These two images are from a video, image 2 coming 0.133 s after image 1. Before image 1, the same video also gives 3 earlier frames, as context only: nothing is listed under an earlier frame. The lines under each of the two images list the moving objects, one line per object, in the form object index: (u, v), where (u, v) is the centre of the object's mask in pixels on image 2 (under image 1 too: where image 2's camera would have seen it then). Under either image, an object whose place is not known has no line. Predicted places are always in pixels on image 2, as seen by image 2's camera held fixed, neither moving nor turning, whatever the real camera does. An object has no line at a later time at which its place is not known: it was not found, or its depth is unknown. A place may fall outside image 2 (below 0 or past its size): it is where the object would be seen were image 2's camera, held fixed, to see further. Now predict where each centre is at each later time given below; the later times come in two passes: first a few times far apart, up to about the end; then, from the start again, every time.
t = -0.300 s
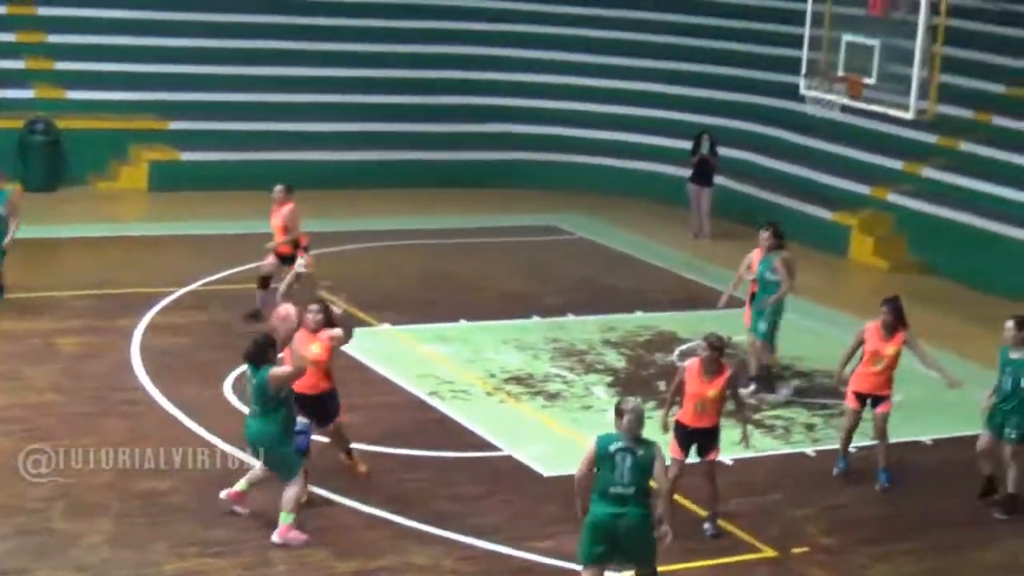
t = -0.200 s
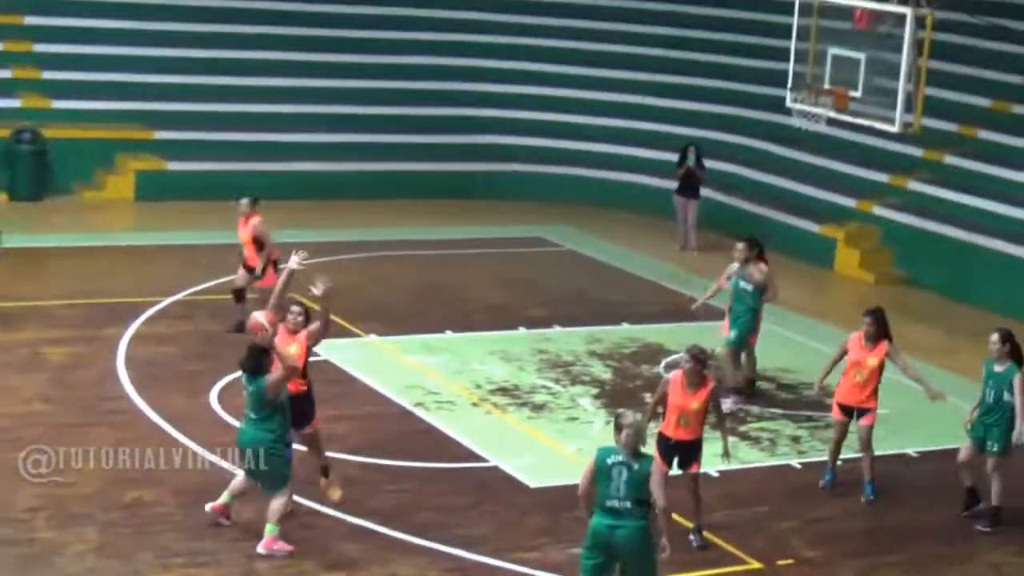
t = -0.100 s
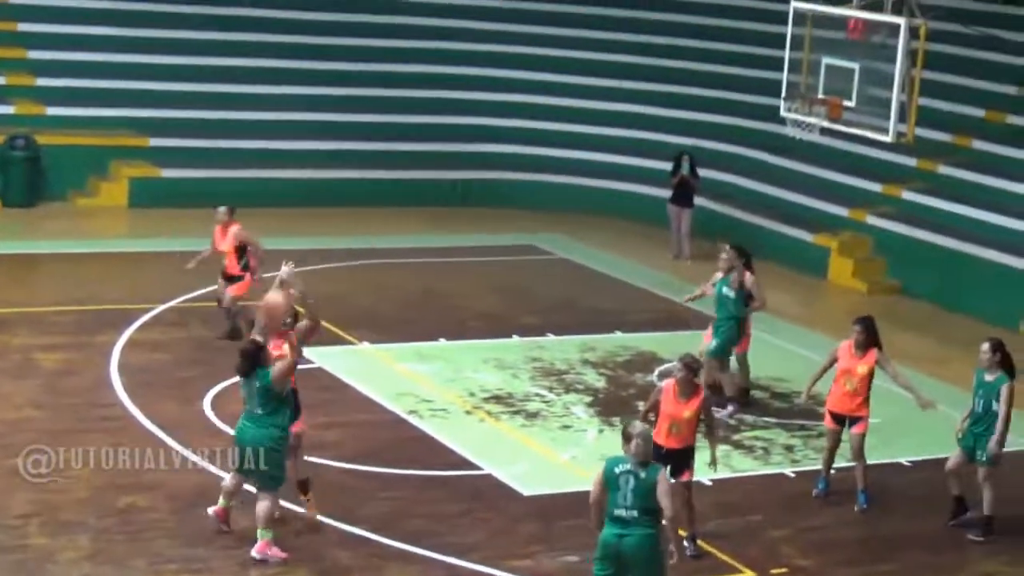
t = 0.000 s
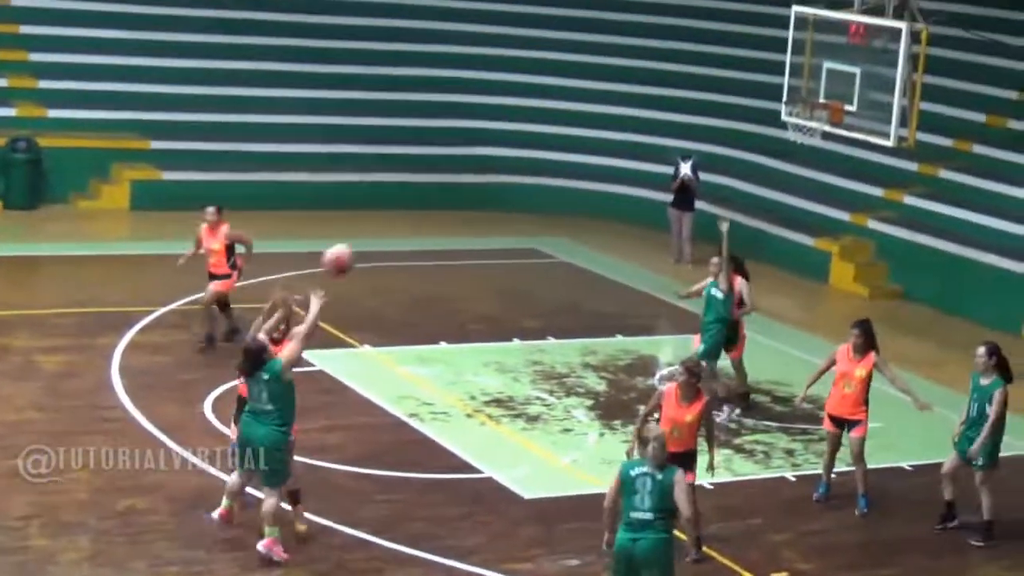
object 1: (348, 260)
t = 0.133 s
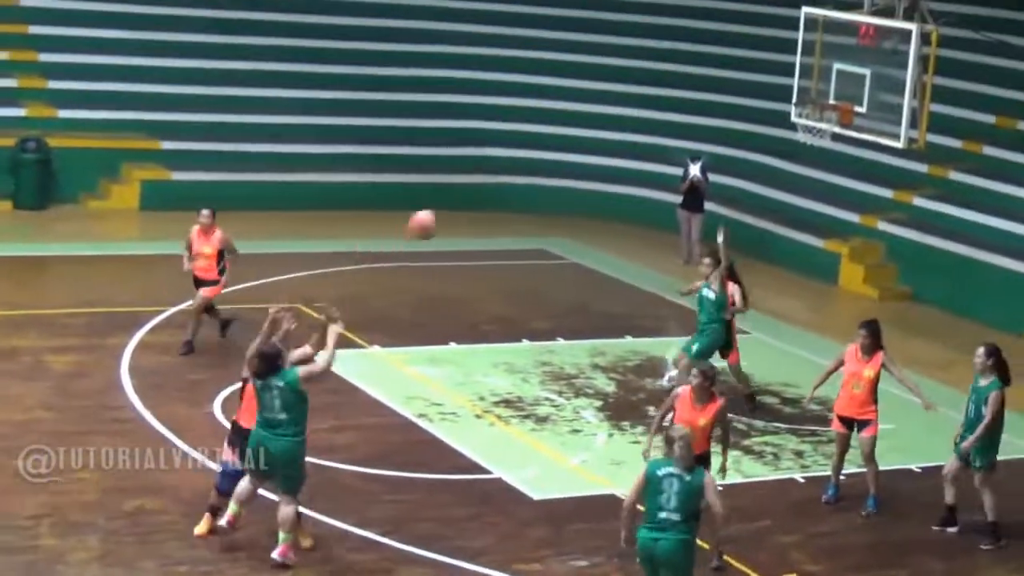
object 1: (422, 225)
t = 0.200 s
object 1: (457, 216)
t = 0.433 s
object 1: (560, 229)
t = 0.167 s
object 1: (440, 219)
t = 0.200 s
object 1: (457, 216)
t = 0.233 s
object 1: (474, 214)
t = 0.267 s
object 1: (490, 213)
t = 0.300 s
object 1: (505, 214)
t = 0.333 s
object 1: (519, 215)
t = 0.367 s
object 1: (533, 218)
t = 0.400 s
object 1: (546, 222)
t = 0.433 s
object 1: (560, 229)
